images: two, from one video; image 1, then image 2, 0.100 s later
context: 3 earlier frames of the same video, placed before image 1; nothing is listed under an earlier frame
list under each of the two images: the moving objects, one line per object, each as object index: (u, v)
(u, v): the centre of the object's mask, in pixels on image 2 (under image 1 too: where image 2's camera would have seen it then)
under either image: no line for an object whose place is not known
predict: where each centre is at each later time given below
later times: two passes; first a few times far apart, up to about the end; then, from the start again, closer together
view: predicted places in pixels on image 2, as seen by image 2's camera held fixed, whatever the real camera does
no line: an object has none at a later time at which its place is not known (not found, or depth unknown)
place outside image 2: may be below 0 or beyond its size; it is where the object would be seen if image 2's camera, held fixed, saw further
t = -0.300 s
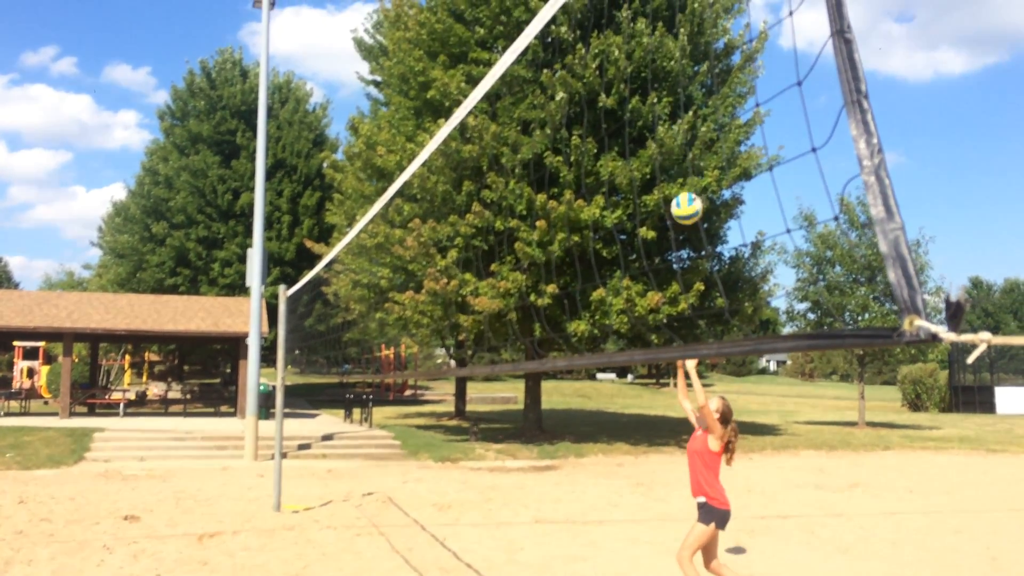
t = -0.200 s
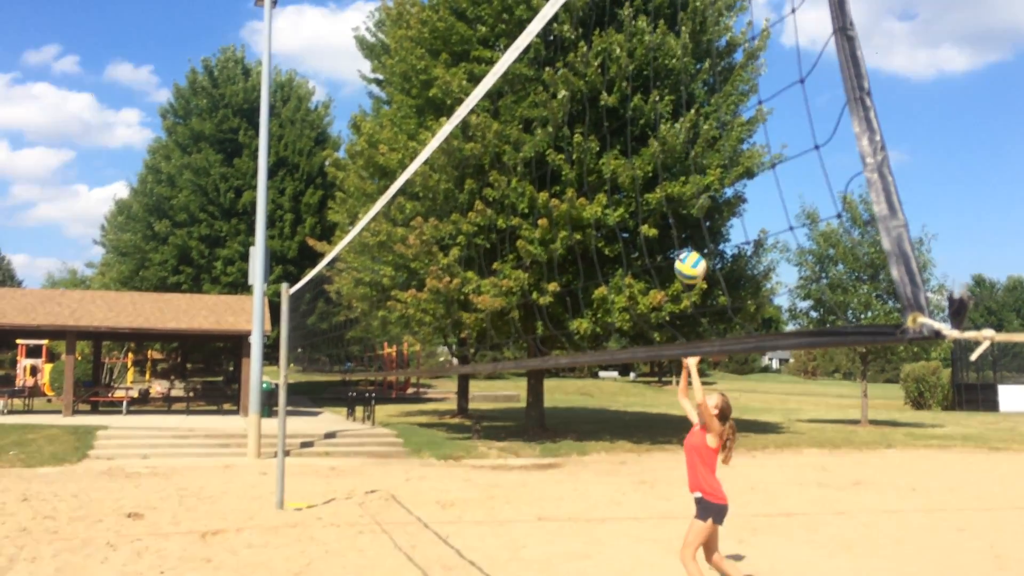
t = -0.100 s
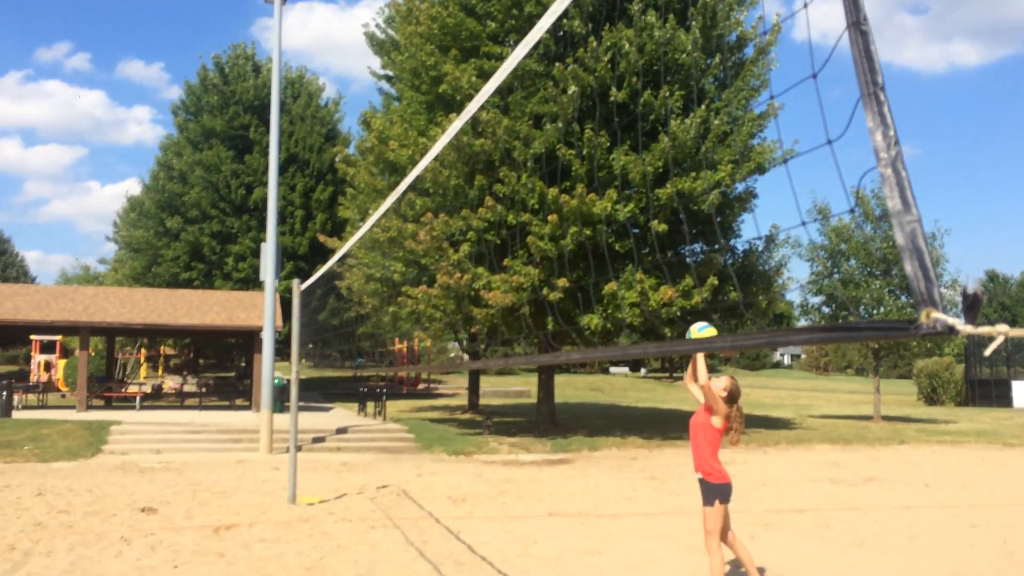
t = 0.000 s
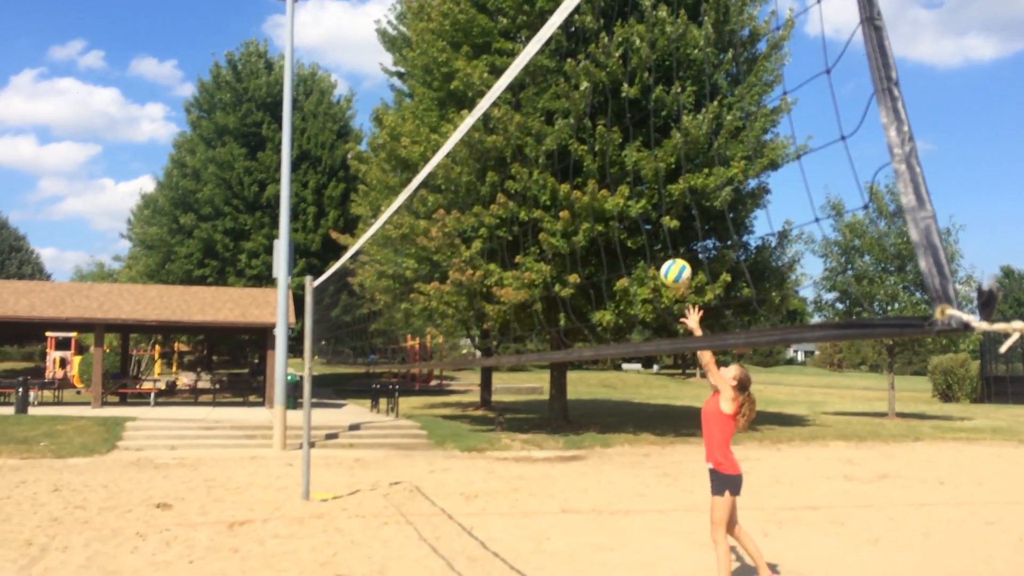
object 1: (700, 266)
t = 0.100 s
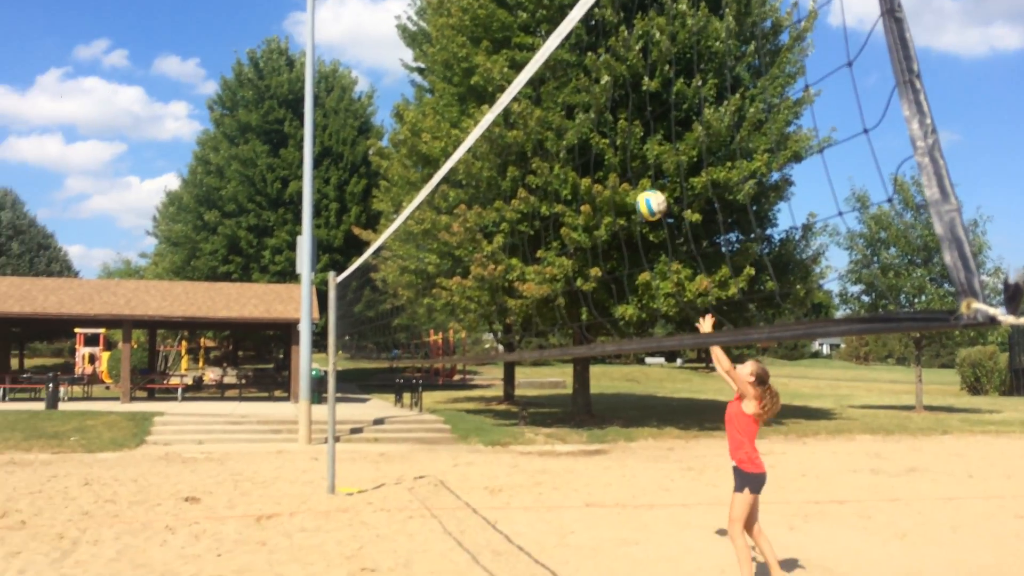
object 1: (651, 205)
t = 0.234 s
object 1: (589, 144)
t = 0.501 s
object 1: (476, 91)
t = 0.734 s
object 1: (381, 119)
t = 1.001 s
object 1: (276, 232)
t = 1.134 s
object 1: (223, 319)
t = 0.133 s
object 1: (636, 187)
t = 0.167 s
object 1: (621, 171)
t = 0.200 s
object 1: (604, 157)
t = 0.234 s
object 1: (589, 144)
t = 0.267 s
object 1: (574, 133)
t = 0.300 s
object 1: (561, 122)
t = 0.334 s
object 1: (547, 114)
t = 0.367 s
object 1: (533, 106)
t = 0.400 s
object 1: (521, 102)
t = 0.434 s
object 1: (503, 95)
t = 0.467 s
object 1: (489, 92)
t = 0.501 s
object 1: (476, 91)
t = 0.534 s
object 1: (462, 91)
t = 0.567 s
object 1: (449, 92)
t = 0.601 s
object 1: (434, 94)
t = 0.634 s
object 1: (422, 98)
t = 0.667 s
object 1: (408, 104)
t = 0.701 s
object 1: (395, 111)
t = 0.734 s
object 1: (381, 119)
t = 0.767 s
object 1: (368, 129)
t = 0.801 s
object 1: (354, 139)
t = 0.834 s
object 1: (342, 152)
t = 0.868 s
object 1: (329, 165)
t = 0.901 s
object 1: (316, 180)
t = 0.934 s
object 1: (302, 196)
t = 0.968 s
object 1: (289, 213)
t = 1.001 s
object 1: (276, 232)
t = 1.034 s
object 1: (263, 251)
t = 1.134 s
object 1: (223, 319)
